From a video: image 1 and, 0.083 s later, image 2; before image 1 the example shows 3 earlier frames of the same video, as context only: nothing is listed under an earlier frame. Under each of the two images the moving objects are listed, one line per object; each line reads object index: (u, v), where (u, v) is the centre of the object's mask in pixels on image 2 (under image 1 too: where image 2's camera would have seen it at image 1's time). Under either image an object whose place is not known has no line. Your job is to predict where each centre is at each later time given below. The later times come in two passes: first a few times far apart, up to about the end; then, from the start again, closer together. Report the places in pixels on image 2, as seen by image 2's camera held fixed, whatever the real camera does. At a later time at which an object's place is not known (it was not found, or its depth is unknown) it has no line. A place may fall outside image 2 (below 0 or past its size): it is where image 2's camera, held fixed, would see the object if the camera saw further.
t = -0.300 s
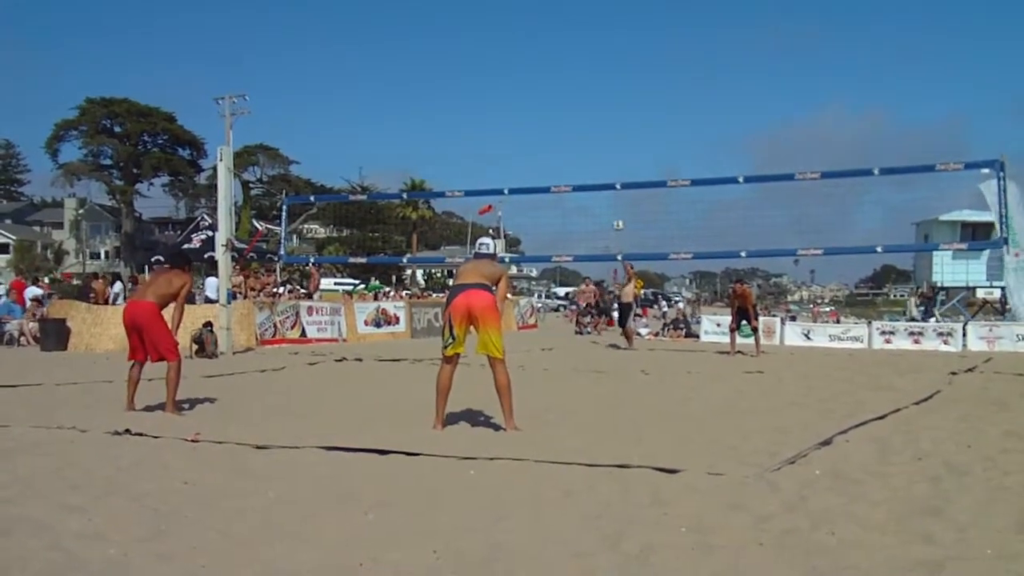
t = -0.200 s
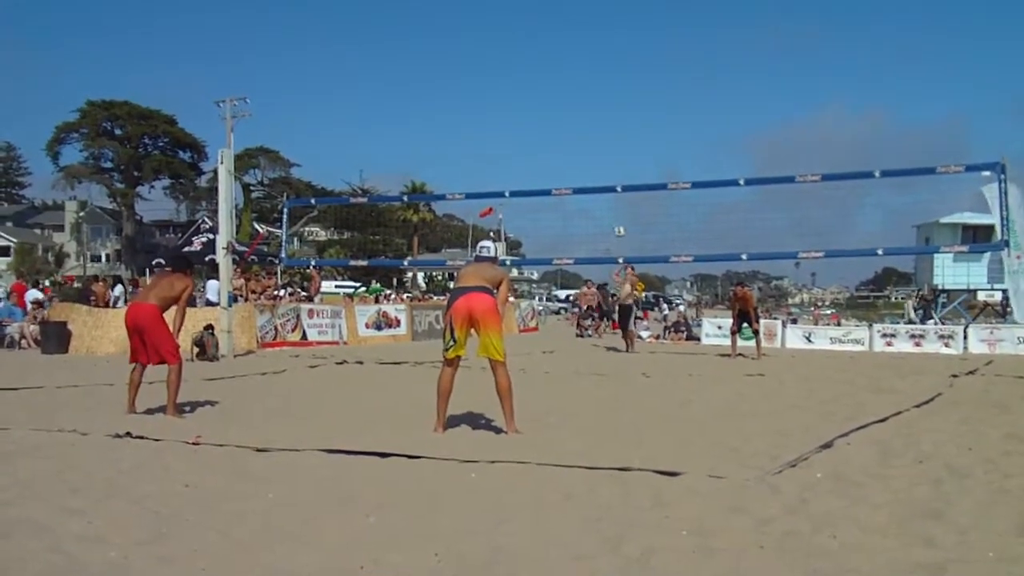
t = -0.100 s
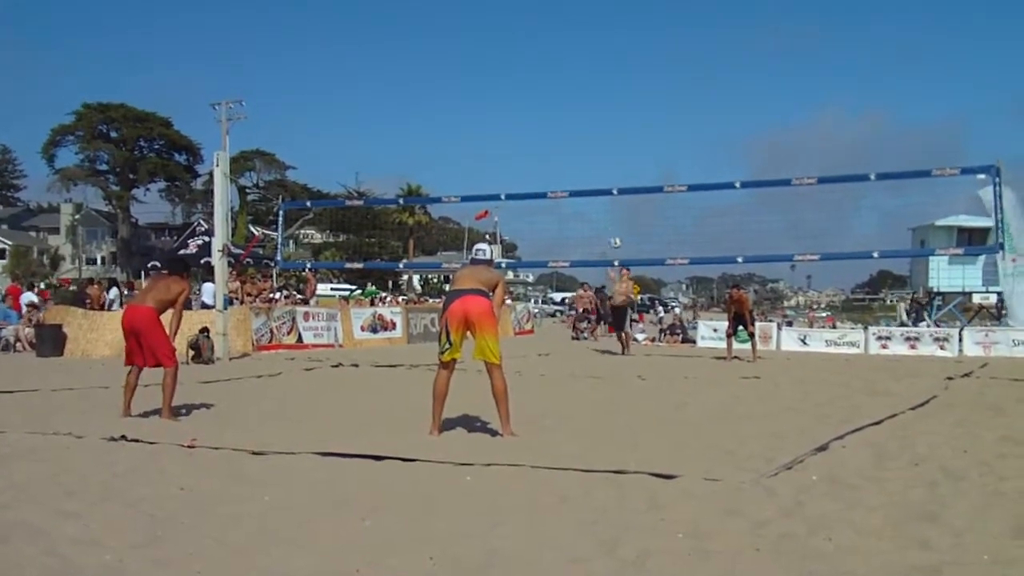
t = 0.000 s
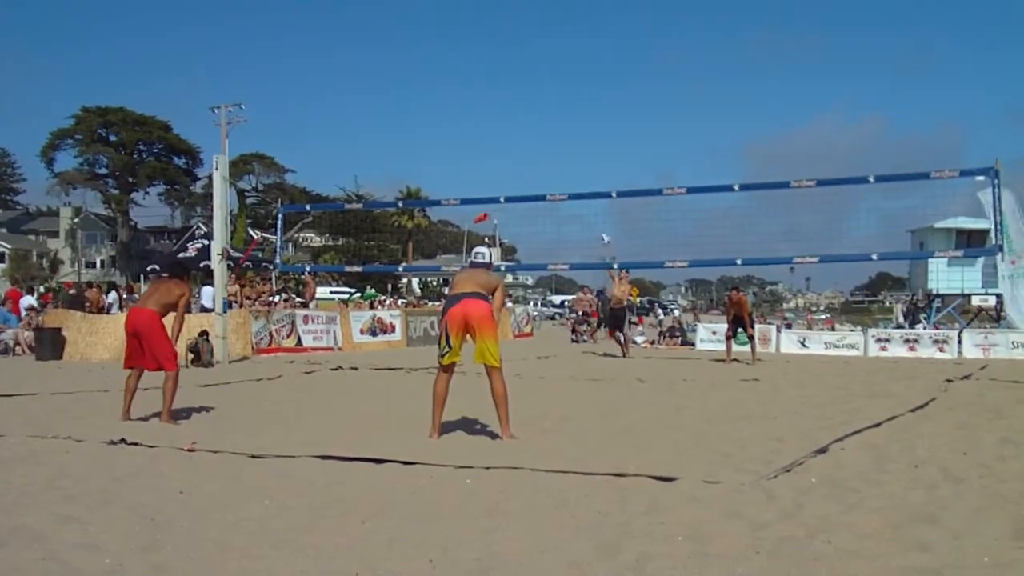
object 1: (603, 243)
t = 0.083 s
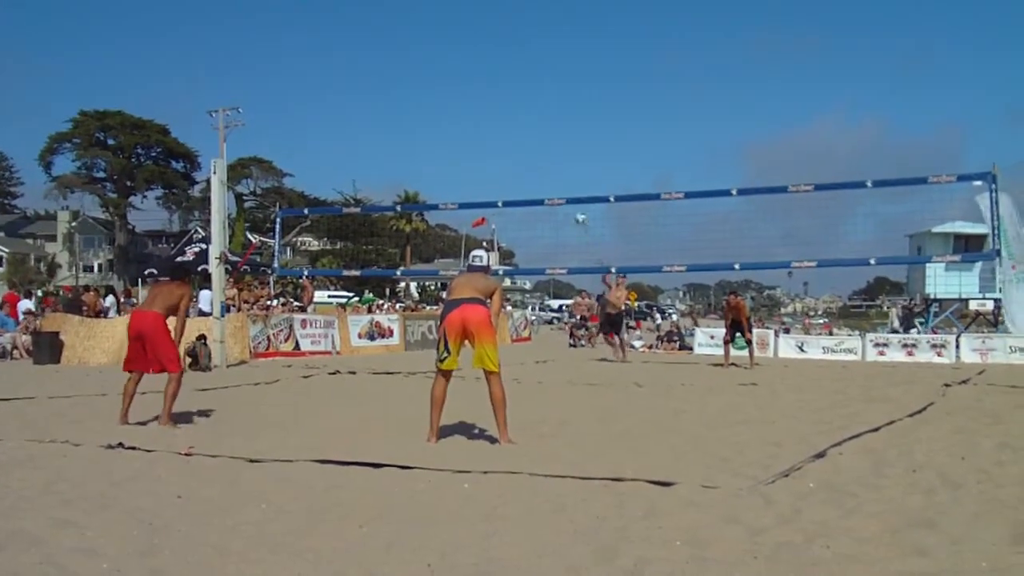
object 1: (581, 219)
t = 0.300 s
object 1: (515, 163)
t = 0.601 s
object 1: (400, 126)
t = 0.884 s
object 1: (257, 152)
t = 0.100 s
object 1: (576, 214)
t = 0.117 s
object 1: (571, 210)
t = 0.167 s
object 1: (557, 194)
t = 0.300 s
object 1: (515, 163)
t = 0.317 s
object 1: (509, 160)
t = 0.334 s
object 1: (503, 157)
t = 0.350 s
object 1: (498, 154)
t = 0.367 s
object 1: (491, 151)
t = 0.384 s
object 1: (485, 149)
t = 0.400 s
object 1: (479, 146)
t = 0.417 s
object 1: (473, 144)
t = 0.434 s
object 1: (467, 140)
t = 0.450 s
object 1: (461, 138)
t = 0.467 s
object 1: (454, 136)
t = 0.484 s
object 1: (448, 134)
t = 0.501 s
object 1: (441, 133)
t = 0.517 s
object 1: (434, 131)
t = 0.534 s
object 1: (428, 130)
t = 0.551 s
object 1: (421, 128)
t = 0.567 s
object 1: (414, 127)
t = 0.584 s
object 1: (407, 127)
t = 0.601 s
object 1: (400, 126)
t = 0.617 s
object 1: (392, 126)
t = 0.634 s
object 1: (385, 126)
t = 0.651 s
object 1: (378, 126)
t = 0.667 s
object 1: (370, 127)
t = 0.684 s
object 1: (363, 127)
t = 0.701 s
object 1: (356, 128)
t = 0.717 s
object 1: (347, 129)
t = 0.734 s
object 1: (340, 130)
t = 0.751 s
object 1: (331, 132)
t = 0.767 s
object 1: (322, 134)
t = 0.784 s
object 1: (314, 135)
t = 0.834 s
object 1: (286, 142)
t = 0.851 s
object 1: (277, 145)
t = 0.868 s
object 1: (268, 148)
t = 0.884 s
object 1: (257, 152)
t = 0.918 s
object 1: (238, 161)
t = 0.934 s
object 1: (227, 165)
